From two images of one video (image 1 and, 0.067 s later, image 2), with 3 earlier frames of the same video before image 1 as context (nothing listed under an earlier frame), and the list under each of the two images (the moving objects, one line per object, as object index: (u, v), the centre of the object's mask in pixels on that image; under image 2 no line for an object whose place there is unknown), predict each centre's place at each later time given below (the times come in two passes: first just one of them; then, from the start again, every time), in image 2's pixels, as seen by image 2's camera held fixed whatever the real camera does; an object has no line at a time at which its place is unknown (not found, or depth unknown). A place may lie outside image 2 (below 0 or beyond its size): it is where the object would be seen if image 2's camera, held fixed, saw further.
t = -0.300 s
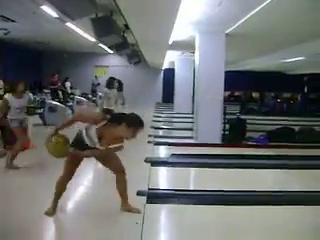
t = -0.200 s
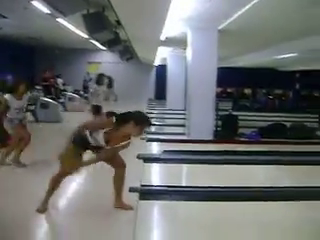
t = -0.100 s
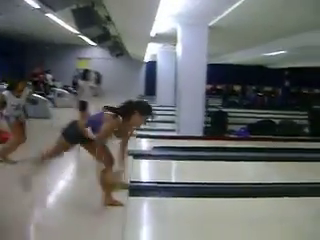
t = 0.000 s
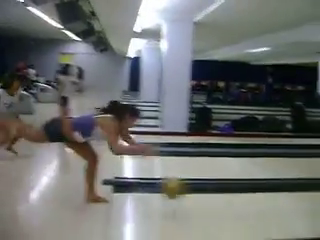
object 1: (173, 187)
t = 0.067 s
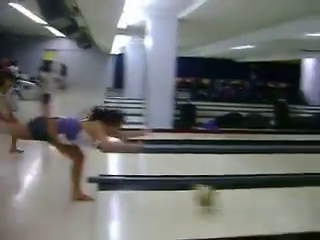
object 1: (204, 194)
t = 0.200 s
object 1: (291, 197)
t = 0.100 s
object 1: (229, 201)
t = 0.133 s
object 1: (251, 199)
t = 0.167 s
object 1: (271, 198)
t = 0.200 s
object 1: (291, 197)
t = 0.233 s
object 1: (310, 195)
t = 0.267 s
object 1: (328, 194)
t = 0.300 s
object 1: (344, 194)
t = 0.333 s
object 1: (360, 192)
